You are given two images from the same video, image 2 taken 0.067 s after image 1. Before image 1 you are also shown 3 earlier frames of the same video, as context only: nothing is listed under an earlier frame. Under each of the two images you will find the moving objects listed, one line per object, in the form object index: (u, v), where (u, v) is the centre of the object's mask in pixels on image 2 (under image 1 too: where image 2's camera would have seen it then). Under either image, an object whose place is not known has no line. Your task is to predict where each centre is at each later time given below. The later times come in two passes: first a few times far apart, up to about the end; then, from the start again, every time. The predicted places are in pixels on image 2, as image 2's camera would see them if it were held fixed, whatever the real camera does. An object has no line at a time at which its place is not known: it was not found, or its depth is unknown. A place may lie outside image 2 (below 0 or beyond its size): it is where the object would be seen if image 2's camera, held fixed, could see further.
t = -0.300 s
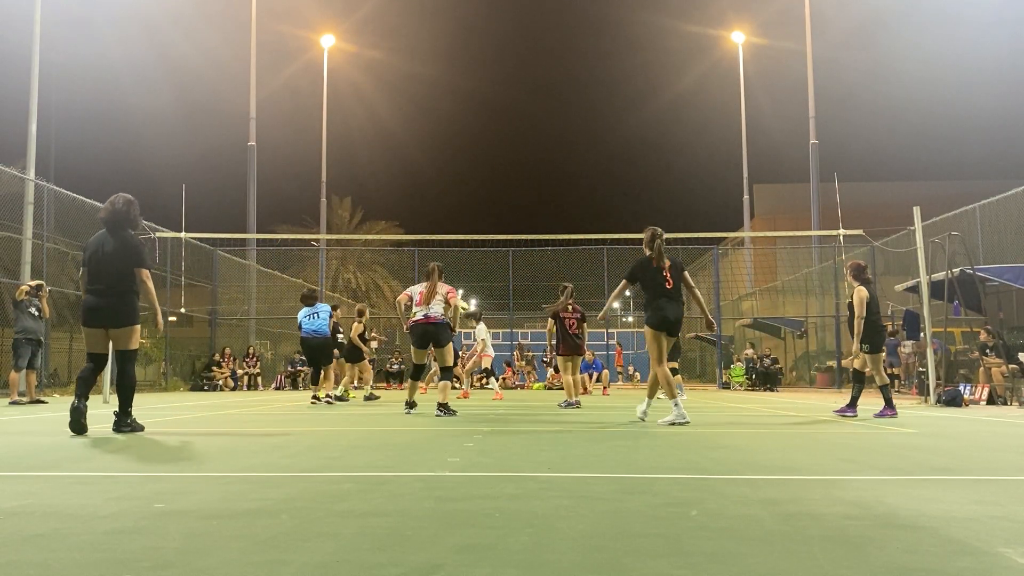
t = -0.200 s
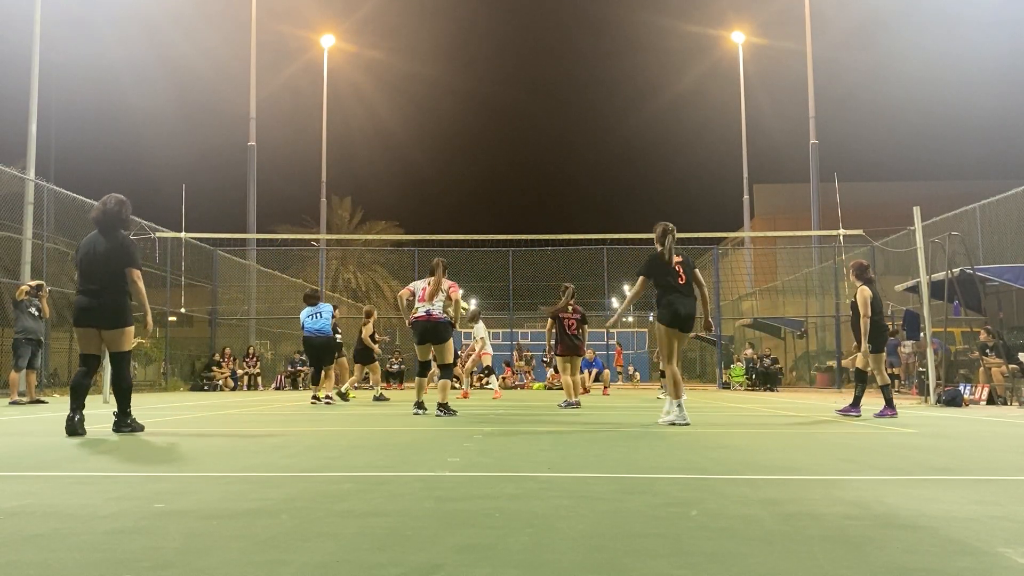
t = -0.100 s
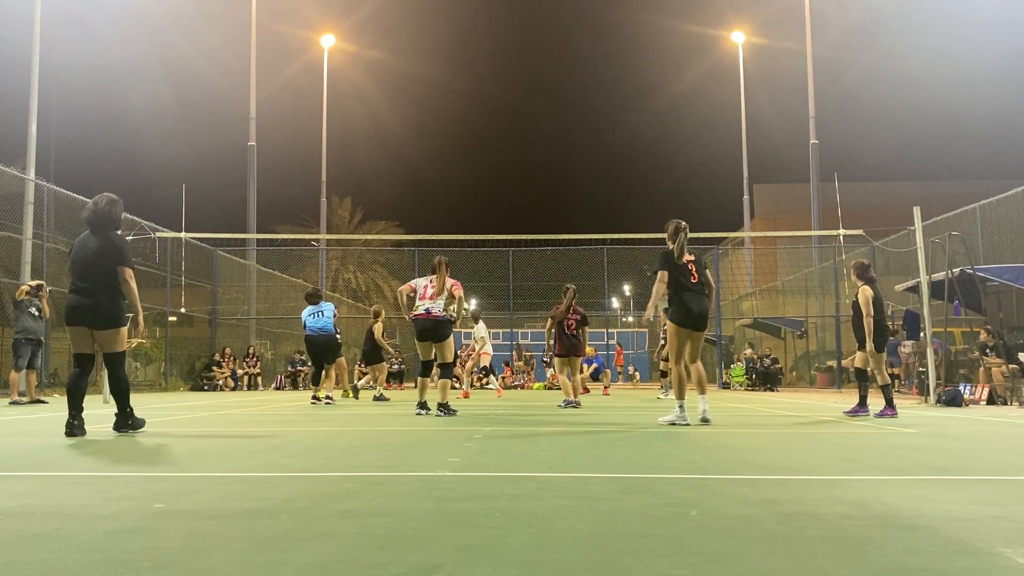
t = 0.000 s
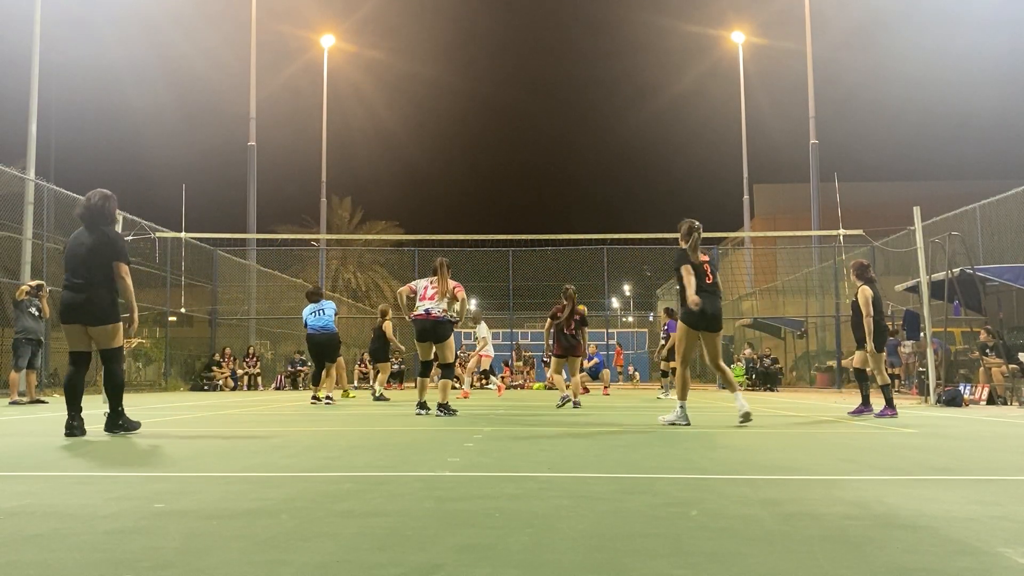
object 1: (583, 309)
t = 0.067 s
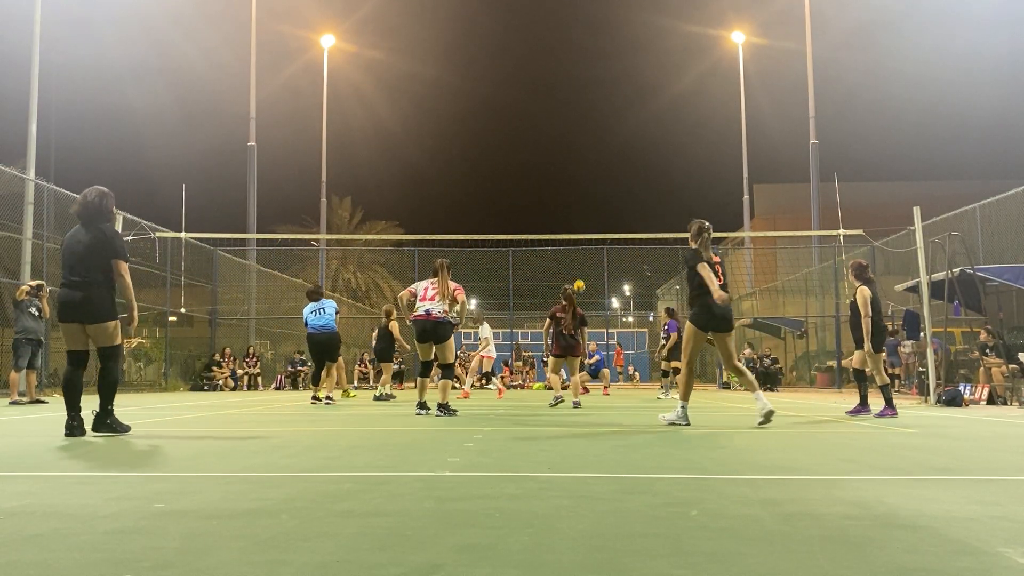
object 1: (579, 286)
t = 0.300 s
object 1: (570, 216)
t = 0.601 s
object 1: (557, 163)
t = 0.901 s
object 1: (543, 156)
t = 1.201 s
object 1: (527, 203)
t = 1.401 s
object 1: (515, 268)
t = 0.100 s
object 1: (578, 275)
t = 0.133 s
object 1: (576, 263)
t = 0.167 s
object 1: (575, 253)
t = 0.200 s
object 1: (574, 243)
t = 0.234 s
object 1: (572, 231)
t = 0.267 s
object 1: (571, 224)
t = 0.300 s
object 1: (570, 216)
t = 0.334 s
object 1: (569, 208)
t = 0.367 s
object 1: (567, 200)
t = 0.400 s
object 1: (566, 193)
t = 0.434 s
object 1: (564, 187)
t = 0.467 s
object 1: (563, 181)
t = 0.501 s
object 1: (561, 175)
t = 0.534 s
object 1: (560, 171)
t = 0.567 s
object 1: (558, 166)
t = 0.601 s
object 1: (557, 163)
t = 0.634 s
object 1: (555, 160)
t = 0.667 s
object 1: (554, 157)
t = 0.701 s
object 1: (552, 155)
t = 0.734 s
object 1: (551, 154)
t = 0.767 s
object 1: (549, 153)
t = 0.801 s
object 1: (548, 153)
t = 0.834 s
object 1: (546, 153)
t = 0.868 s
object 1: (545, 154)
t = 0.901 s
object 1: (543, 156)
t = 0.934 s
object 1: (541, 159)
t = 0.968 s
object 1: (540, 162)
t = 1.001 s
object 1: (538, 166)
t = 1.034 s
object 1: (536, 170)
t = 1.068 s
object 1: (534, 176)
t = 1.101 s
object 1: (532, 182)
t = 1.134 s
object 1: (530, 188)
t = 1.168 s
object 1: (528, 195)
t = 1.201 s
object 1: (527, 203)
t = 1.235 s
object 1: (525, 213)
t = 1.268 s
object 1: (523, 222)
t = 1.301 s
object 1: (521, 230)
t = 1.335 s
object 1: (519, 245)
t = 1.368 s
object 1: (517, 256)
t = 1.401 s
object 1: (515, 268)
